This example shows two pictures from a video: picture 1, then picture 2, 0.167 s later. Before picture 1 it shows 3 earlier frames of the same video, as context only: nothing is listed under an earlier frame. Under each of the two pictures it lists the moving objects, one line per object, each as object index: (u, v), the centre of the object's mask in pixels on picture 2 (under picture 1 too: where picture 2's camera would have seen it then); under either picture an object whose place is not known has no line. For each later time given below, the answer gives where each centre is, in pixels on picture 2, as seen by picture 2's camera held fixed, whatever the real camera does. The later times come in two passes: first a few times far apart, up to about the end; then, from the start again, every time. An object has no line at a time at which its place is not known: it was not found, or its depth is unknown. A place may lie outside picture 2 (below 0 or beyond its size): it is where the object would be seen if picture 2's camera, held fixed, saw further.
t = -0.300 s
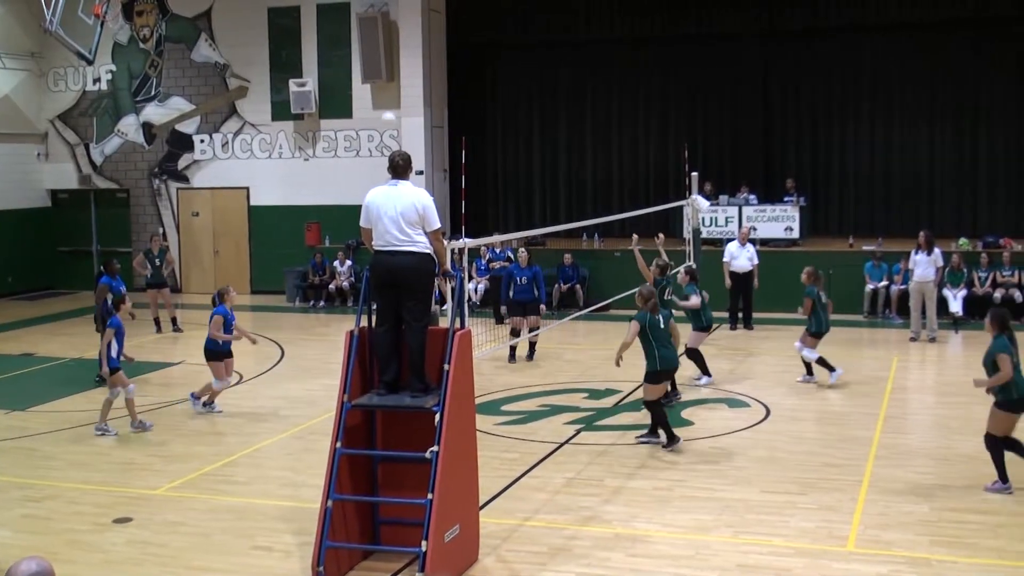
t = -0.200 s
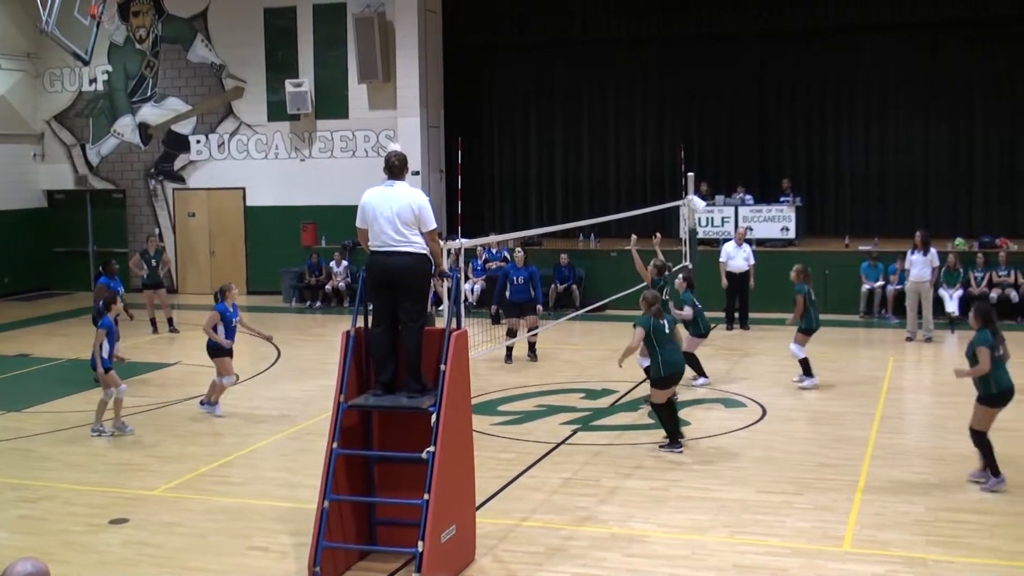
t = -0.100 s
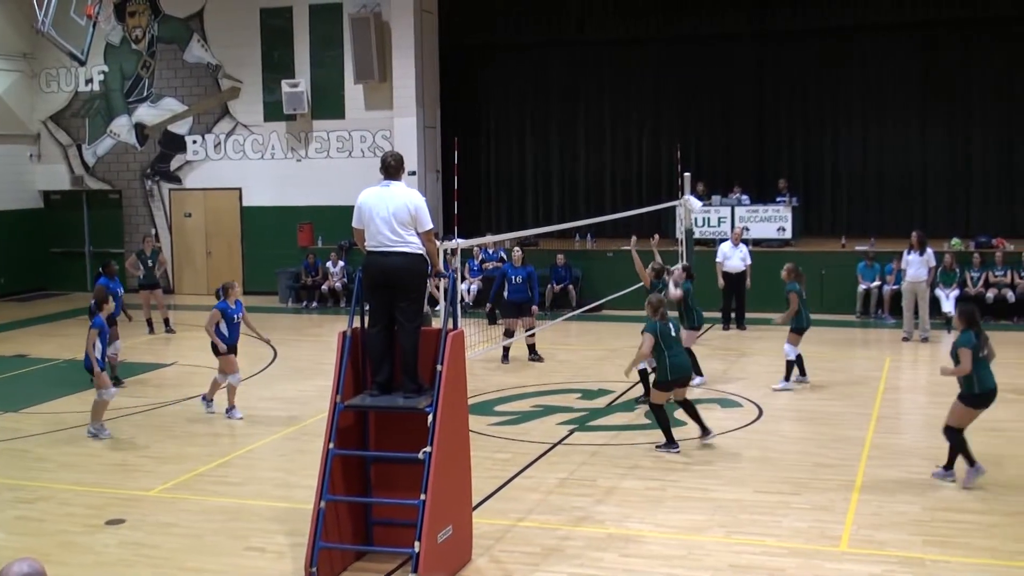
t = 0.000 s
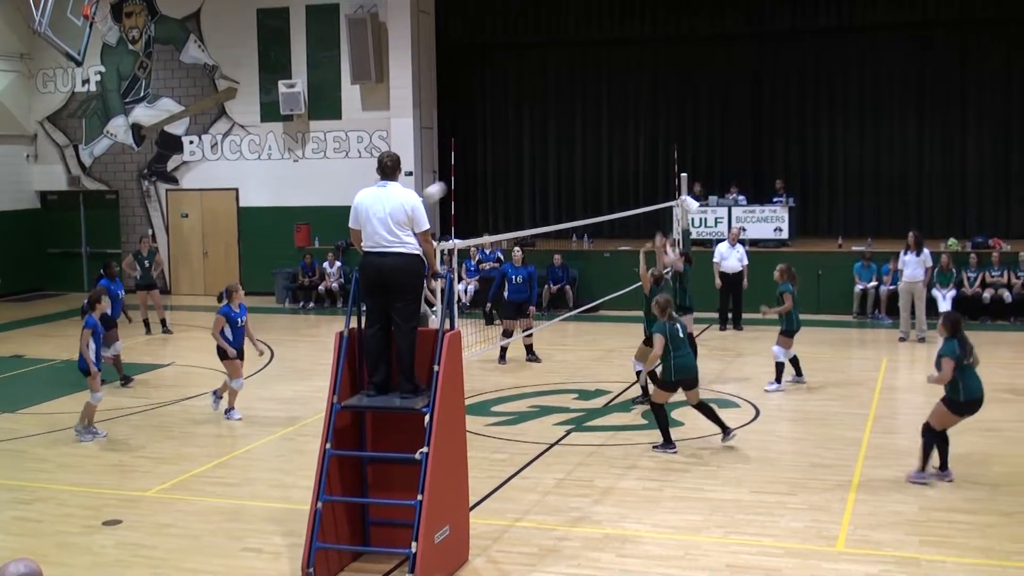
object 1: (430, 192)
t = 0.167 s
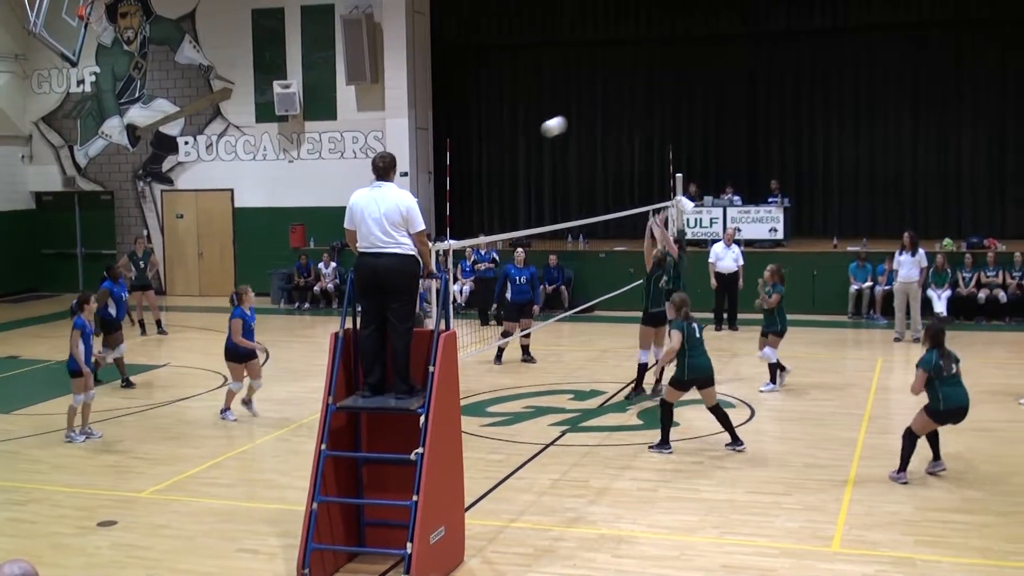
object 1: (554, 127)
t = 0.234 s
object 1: (606, 107)
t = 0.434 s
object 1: (767, 71)
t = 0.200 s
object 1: (580, 116)
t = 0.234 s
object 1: (606, 107)
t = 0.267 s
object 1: (633, 98)
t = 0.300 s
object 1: (659, 91)
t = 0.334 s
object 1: (687, 84)
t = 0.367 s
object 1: (713, 79)
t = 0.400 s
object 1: (740, 74)
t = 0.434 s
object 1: (767, 71)
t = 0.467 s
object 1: (794, 68)
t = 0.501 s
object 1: (820, 66)
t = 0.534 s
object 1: (846, 66)
